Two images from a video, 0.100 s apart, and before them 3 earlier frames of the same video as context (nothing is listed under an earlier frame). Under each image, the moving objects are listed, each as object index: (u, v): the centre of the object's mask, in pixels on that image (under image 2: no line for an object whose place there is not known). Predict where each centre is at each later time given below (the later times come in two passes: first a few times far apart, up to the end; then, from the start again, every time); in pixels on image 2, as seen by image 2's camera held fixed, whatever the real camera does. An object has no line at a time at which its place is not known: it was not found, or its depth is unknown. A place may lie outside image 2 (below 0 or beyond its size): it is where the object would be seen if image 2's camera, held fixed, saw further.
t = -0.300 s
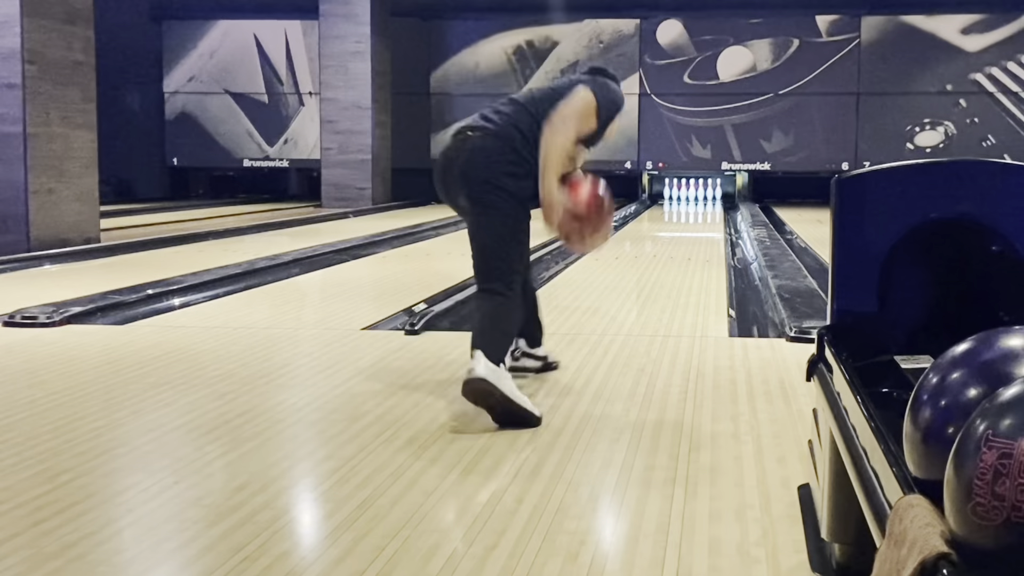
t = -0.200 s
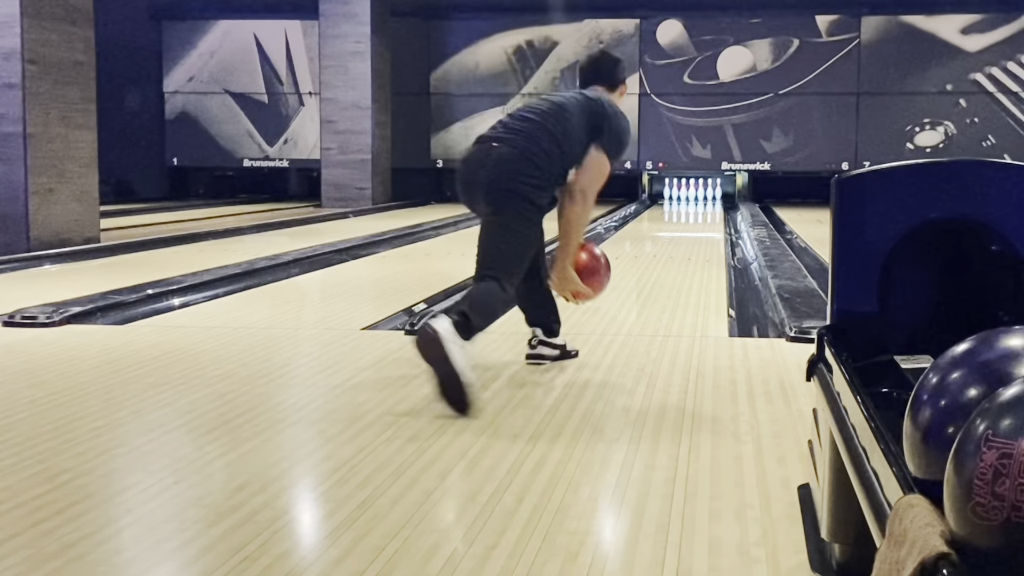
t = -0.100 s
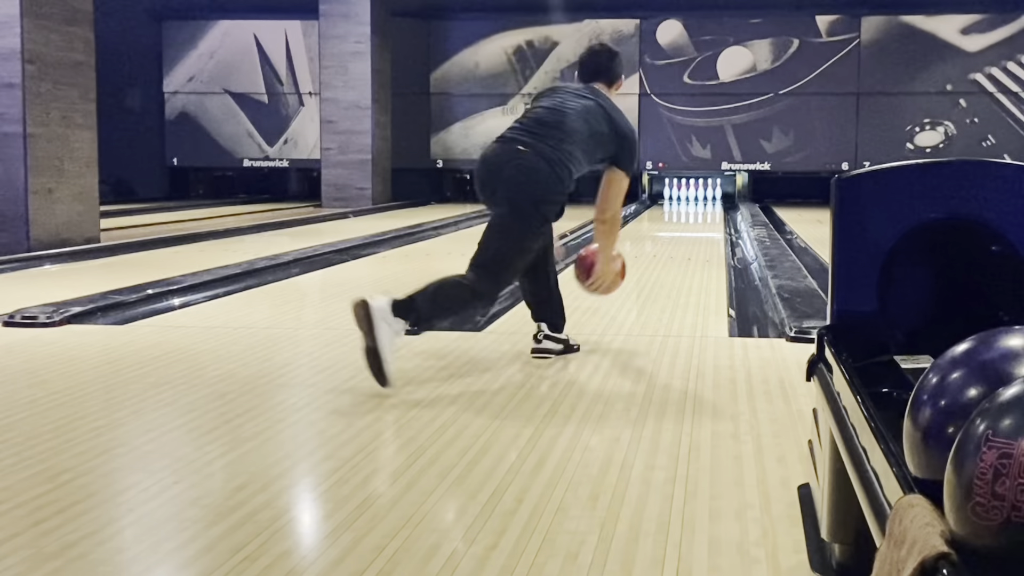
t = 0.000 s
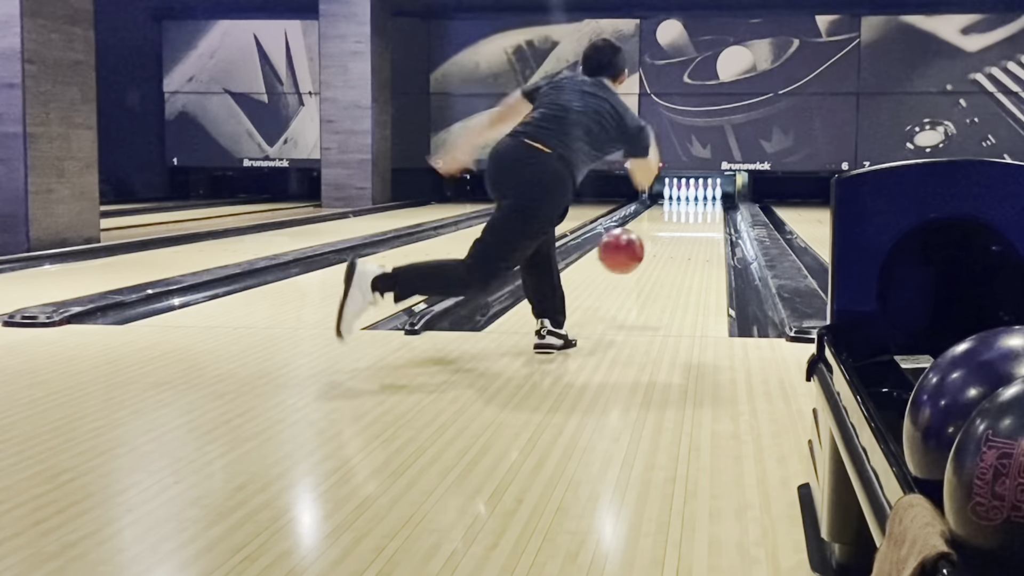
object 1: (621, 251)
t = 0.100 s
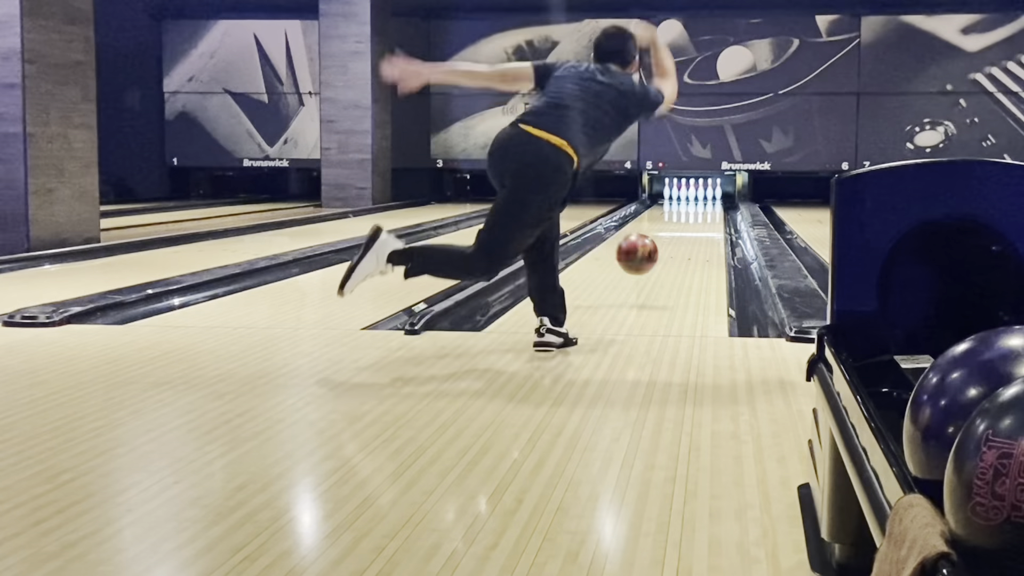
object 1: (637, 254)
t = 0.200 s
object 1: (650, 272)
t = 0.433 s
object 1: (673, 252)
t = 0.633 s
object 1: (686, 239)
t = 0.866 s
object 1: (697, 229)
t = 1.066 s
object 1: (704, 222)
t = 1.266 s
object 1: (709, 216)
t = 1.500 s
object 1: (712, 210)
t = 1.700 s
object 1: (713, 206)
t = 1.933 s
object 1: (713, 202)
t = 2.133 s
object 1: (711, 200)
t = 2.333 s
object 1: (708, 198)
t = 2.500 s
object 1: (702, 196)
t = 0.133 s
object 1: (642, 259)
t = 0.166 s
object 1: (646, 266)
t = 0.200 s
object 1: (650, 272)
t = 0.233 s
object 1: (654, 267)
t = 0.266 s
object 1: (658, 262)
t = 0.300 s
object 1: (661, 261)
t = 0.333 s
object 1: (664, 259)
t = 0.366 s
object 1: (667, 257)
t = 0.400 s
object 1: (670, 254)
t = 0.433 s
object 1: (673, 252)
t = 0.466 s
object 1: (675, 250)
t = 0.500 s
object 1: (678, 247)
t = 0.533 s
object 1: (680, 245)
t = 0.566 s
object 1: (682, 243)
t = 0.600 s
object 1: (684, 241)
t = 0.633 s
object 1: (686, 239)
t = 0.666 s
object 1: (688, 238)
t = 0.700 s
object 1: (690, 236)
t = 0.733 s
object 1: (691, 235)
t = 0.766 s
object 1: (693, 233)
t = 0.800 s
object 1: (694, 232)
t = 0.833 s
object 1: (696, 230)
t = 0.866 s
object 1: (697, 229)
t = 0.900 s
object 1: (698, 228)
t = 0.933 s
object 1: (700, 226)
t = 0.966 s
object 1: (701, 225)
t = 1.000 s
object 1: (702, 224)
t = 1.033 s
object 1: (703, 223)
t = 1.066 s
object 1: (704, 222)
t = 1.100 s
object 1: (705, 221)
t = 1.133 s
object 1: (705, 220)
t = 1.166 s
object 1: (706, 219)
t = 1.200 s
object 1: (707, 218)
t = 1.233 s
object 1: (708, 217)
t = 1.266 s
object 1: (709, 216)
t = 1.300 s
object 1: (709, 215)
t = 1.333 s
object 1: (710, 214)
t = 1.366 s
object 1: (710, 213)
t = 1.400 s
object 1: (711, 212)
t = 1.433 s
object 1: (711, 212)
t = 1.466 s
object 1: (711, 211)
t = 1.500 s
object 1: (712, 210)
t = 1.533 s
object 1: (712, 209)
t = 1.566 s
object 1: (713, 209)
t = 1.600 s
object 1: (713, 208)
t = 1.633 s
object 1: (713, 207)
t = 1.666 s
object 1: (713, 207)
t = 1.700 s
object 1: (713, 206)
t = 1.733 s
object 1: (713, 205)
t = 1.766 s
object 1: (713, 205)
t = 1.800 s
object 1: (713, 204)
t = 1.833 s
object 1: (713, 204)
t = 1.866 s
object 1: (713, 203)
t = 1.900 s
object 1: (713, 203)
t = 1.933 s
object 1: (713, 202)
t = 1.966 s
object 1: (713, 202)
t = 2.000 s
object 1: (712, 202)
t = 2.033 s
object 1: (712, 201)
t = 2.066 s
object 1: (711, 201)
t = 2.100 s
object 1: (711, 200)
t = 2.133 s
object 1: (711, 200)
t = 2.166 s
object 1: (711, 199)
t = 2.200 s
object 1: (710, 199)
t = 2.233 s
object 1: (710, 199)
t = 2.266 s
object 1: (709, 199)
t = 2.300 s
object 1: (708, 198)
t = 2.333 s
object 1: (708, 198)
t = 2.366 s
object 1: (707, 197)
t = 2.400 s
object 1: (705, 197)
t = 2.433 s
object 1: (704, 197)
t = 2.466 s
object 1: (704, 197)
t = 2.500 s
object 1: (702, 196)
